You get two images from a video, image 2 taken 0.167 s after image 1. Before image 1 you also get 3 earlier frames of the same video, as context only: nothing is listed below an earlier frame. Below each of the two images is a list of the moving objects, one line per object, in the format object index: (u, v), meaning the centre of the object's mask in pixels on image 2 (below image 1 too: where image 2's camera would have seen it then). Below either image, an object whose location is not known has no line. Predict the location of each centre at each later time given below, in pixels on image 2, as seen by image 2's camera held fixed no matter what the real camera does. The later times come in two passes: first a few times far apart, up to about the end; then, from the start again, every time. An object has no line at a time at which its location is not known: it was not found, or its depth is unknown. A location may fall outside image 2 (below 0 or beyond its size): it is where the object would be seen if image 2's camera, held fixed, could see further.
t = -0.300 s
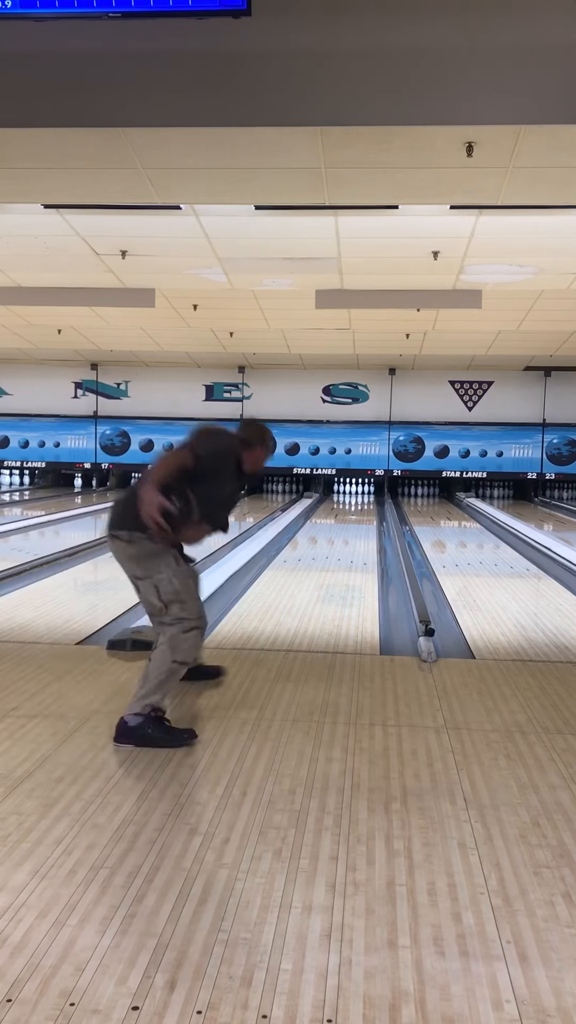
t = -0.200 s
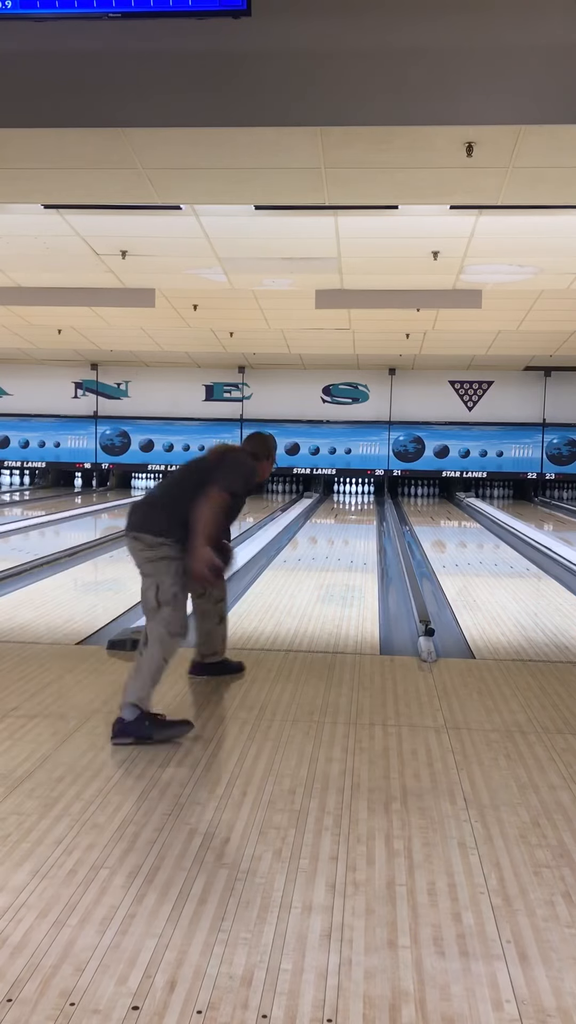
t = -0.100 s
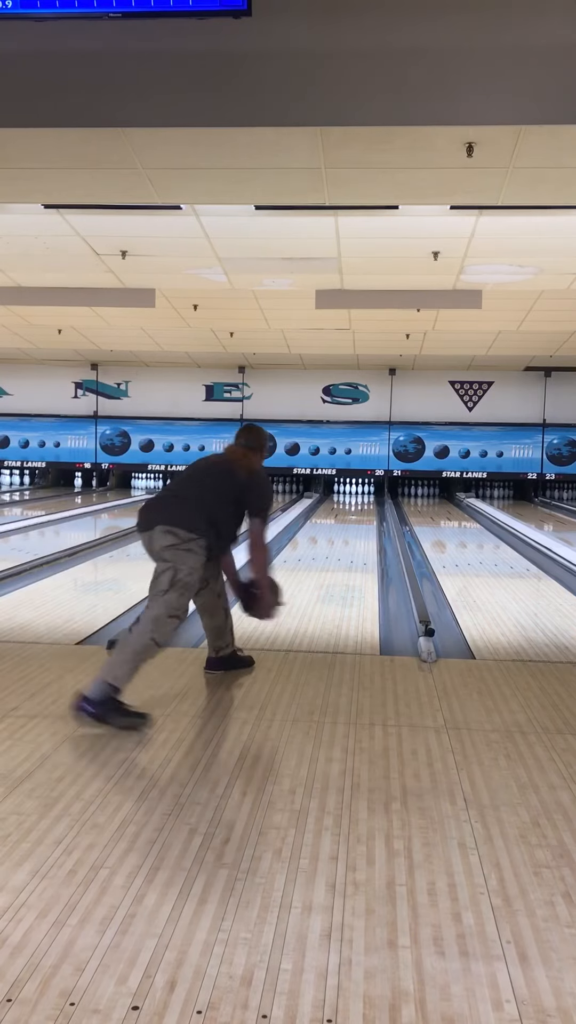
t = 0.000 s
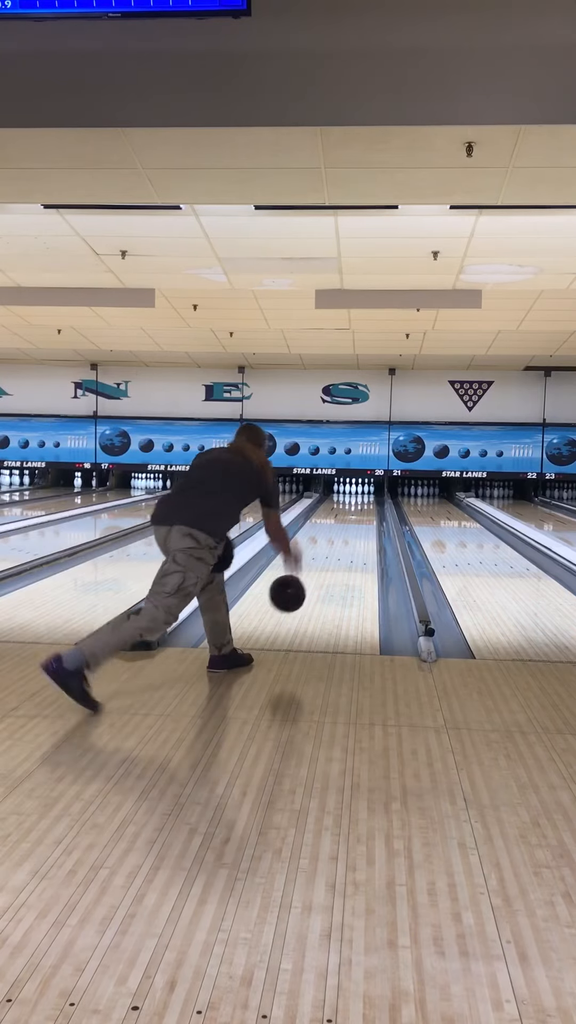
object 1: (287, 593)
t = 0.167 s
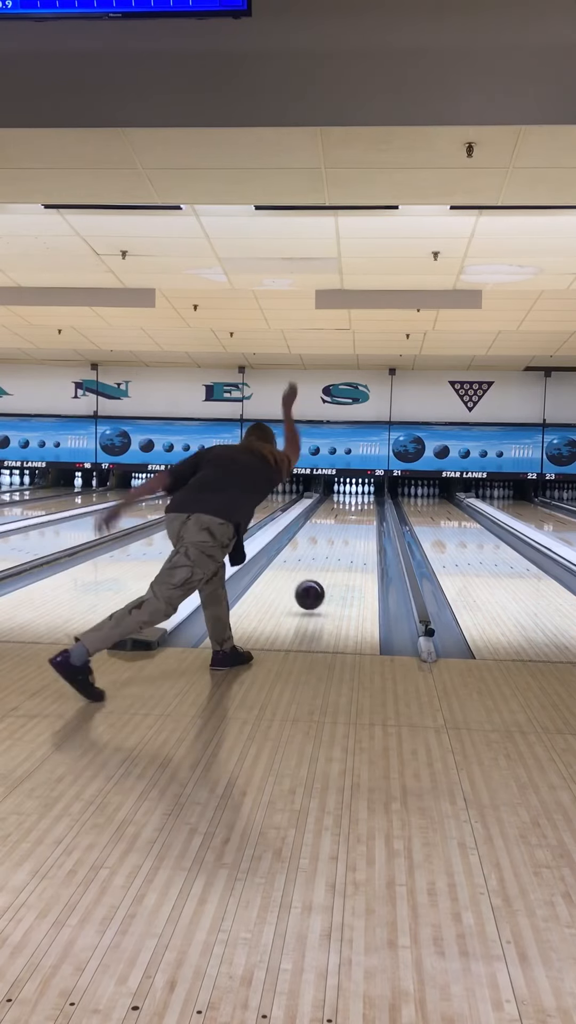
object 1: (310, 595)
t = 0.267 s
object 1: (320, 579)
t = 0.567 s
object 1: (340, 551)
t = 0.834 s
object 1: (351, 534)
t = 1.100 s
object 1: (358, 521)
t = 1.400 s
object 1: (363, 510)
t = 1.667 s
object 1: (366, 504)
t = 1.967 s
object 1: (366, 498)
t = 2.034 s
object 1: (365, 497)
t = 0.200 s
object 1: (313, 591)
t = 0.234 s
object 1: (316, 584)
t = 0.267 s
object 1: (320, 579)
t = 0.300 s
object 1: (322, 575)
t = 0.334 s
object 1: (325, 573)
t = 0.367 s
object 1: (328, 570)
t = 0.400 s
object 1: (329, 566)
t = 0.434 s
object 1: (332, 563)
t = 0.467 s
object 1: (334, 560)
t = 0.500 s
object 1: (336, 557)
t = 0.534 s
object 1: (338, 554)
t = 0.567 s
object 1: (340, 551)
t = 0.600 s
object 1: (342, 549)
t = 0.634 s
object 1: (343, 546)
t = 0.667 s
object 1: (345, 544)
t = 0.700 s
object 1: (346, 542)
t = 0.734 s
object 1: (347, 540)
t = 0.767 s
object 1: (349, 538)
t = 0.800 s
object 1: (350, 536)
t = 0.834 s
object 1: (351, 534)
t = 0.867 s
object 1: (352, 532)
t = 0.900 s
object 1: (353, 530)
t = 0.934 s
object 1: (354, 529)
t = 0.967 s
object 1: (355, 527)
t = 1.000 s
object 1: (356, 525)
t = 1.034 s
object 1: (357, 524)
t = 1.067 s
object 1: (357, 523)
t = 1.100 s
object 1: (358, 521)
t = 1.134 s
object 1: (359, 520)
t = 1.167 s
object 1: (360, 519)
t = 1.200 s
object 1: (360, 517)
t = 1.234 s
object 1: (361, 516)
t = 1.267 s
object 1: (362, 515)
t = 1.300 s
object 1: (362, 514)
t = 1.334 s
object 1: (363, 513)
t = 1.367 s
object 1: (363, 512)
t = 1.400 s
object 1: (363, 510)
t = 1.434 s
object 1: (364, 510)
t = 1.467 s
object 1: (364, 509)
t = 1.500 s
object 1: (365, 508)
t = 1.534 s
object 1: (365, 507)
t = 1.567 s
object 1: (365, 506)
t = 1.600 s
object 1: (365, 505)
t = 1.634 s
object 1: (366, 505)
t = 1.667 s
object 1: (366, 504)
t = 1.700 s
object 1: (366, 503)
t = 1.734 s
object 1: (366, 502)
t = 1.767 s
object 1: (366, 502)
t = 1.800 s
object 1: (366, 501)
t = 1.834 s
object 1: (366, 500)
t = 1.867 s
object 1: (367, 500)
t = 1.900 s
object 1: (367, 499)
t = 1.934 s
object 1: (366, 499)
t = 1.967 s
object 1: (366, 498)
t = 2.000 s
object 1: (365, 497)
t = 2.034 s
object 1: (365, 497)
